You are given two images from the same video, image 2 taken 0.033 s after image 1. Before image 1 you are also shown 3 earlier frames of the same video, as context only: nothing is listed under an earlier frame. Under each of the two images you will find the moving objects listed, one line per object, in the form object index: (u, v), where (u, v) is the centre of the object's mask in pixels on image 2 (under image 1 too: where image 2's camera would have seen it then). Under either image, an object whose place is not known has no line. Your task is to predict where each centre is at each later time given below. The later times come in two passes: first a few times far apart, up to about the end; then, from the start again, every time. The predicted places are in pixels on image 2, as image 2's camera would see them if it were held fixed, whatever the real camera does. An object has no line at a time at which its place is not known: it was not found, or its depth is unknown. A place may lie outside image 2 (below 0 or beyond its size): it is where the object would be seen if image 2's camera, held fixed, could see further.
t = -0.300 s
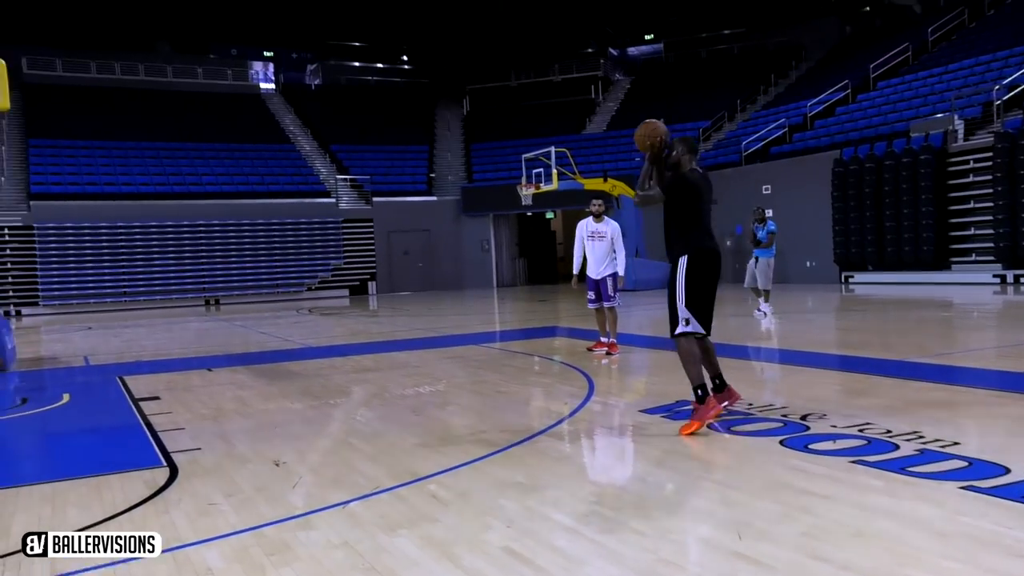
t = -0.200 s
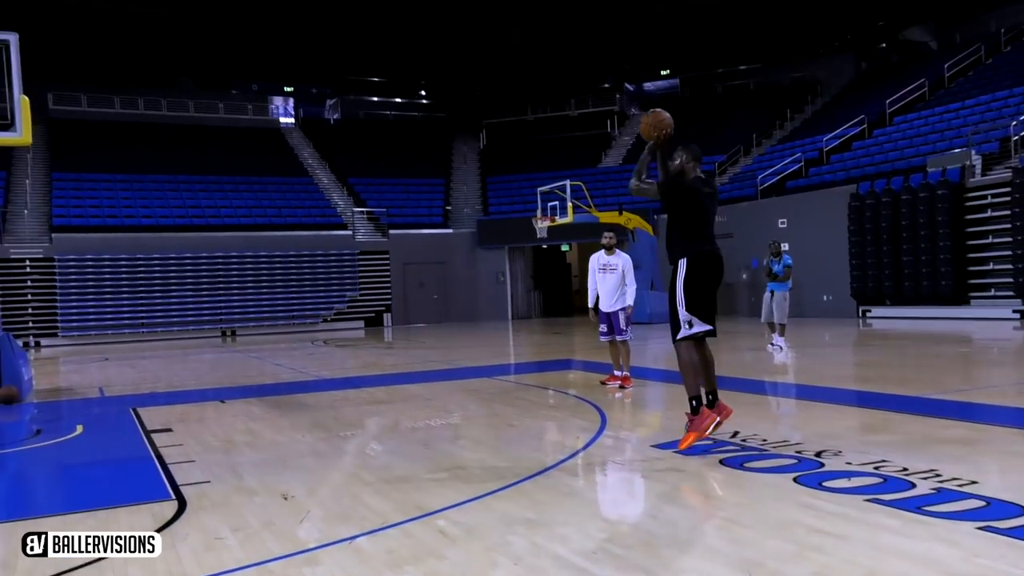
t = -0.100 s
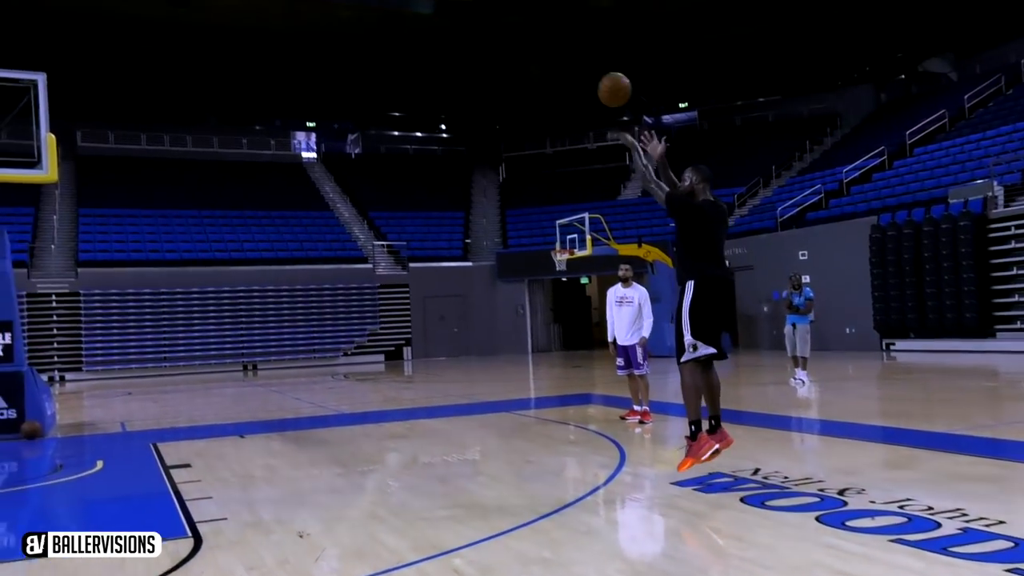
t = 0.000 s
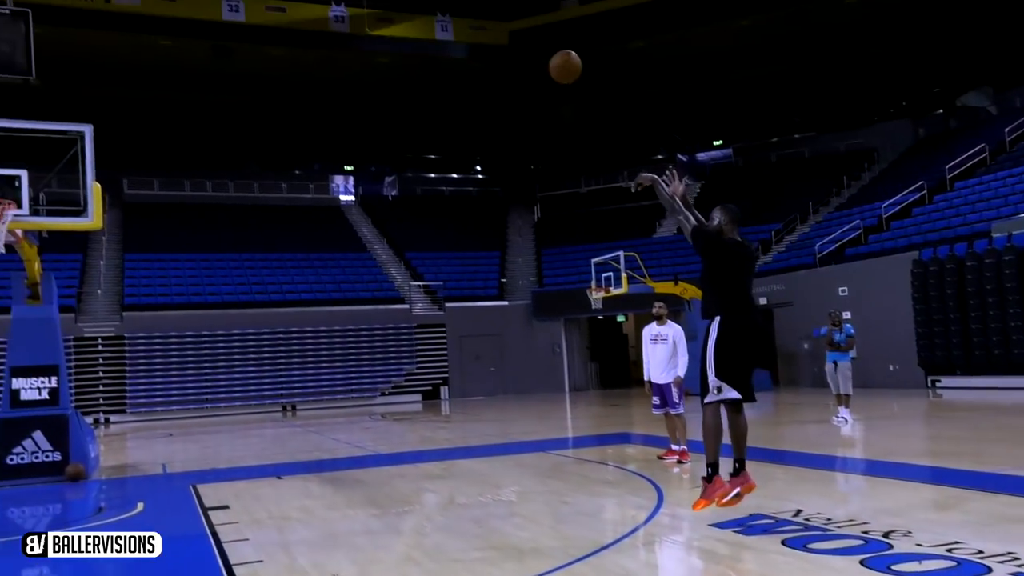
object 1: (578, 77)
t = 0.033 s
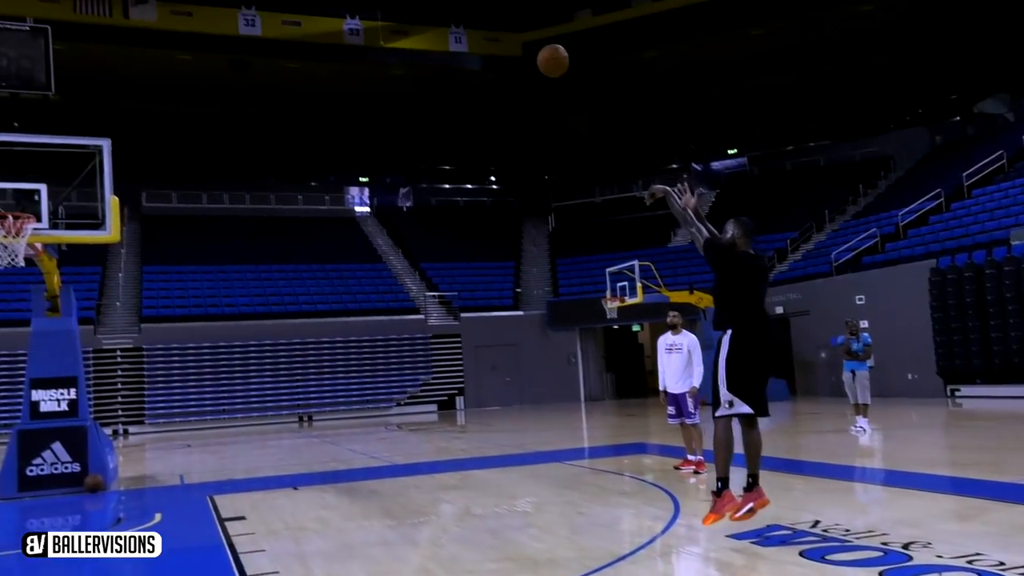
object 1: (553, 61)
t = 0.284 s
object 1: (381, -16)
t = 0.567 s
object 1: (226, -11)
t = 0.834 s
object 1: (101, 65)
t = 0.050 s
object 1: (540, 53)
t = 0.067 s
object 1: (527, 45)
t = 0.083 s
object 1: (515, 39)
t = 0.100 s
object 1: (503, 32)
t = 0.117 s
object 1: (491, 25)
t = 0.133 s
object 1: (479, 19)
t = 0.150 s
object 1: (468, 14)
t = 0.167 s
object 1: (456, 9)
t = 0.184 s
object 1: (445, 5)
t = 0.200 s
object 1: (434, 0)
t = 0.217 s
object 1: (423, -4)
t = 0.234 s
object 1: (412, -8)
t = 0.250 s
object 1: (402, -11)
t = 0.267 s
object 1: (391, -14)
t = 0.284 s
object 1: (381, -16)
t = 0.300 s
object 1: (372, -19)
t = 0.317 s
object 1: (362, -21)
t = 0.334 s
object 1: (352, -22)
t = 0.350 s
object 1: (342, -24)
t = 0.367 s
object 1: (333, -25)
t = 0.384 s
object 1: (323, -25)
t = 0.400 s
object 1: (314, -25)
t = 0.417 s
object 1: (305, -25)
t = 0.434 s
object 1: (296, -24)
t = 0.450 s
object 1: (287, -24)
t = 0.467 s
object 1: (278, -23)
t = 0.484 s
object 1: (269, -22)
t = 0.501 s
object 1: (261, -20)
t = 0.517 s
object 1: (252, -18)
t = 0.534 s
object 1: (243, -16)
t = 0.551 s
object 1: (234, -14)
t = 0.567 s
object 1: (226, -11)
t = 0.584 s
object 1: (217, -10)
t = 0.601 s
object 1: (208, -7)
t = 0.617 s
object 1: (199, -4)
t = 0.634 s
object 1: (191, 0)
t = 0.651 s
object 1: (183, 4)
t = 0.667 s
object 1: (175, 8)
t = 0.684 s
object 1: (167, 14)
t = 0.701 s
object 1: (160, 18)
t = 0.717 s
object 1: (152, 24)
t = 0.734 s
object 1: (146, 29)
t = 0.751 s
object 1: (138, 34)
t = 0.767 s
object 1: (131, 40)
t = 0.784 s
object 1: (124, 46)
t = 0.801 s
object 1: (116, 52)
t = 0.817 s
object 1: (108, 58)
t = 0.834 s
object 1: (101, 65)
